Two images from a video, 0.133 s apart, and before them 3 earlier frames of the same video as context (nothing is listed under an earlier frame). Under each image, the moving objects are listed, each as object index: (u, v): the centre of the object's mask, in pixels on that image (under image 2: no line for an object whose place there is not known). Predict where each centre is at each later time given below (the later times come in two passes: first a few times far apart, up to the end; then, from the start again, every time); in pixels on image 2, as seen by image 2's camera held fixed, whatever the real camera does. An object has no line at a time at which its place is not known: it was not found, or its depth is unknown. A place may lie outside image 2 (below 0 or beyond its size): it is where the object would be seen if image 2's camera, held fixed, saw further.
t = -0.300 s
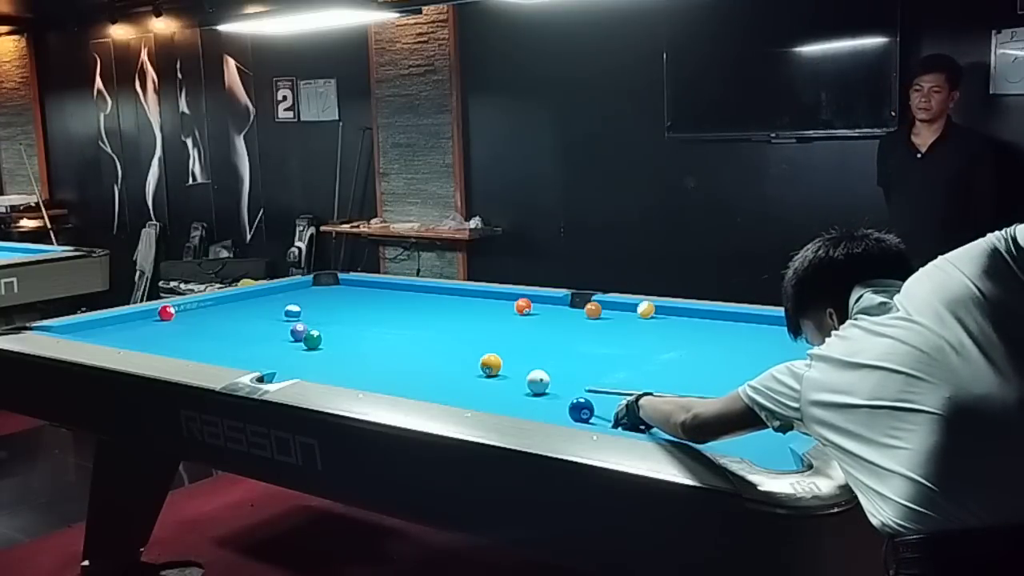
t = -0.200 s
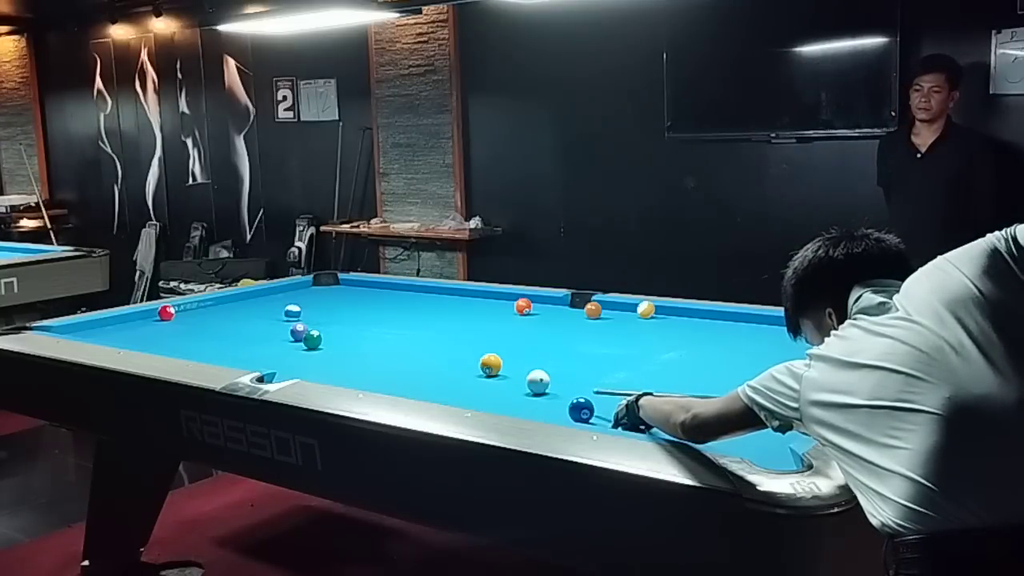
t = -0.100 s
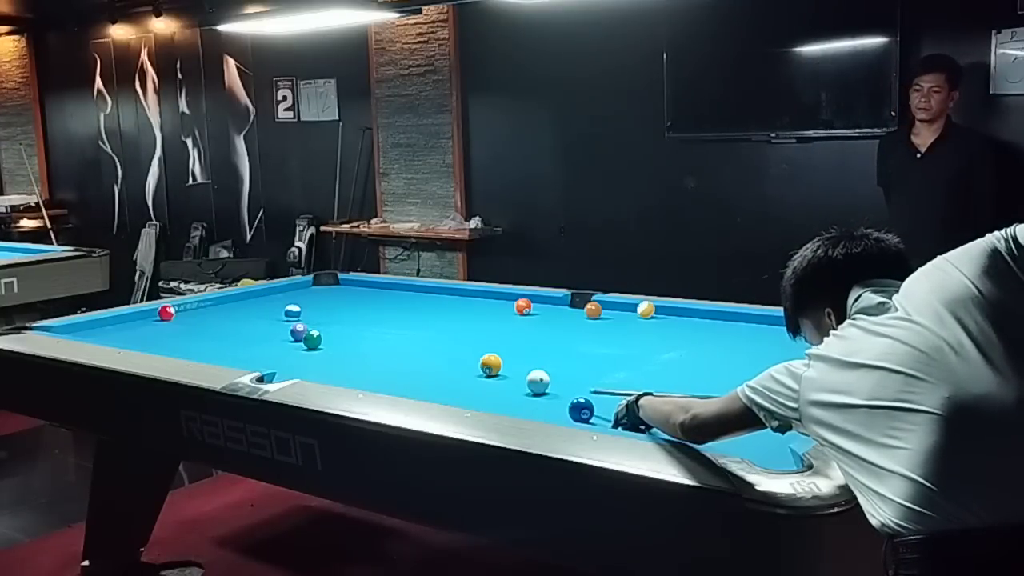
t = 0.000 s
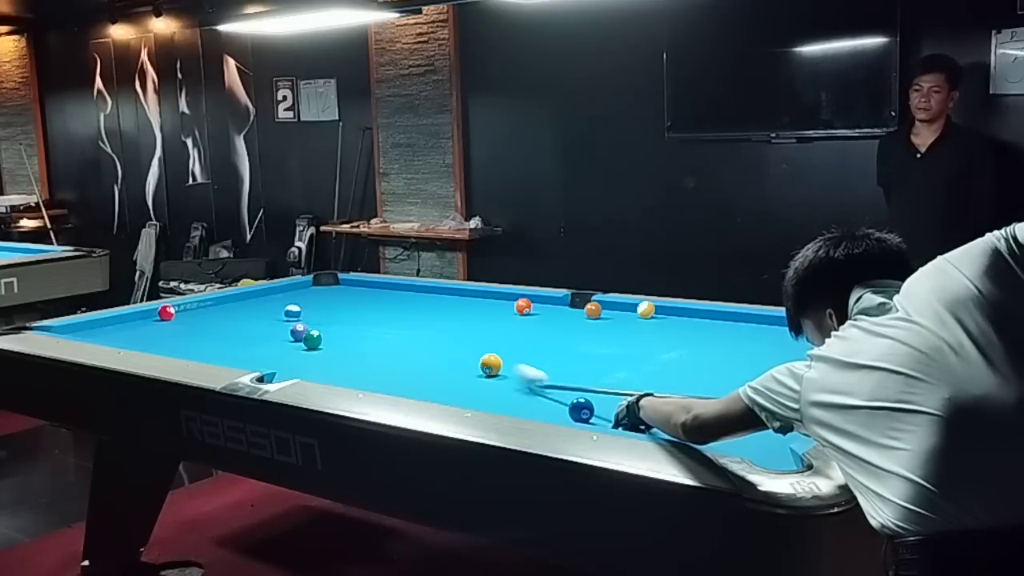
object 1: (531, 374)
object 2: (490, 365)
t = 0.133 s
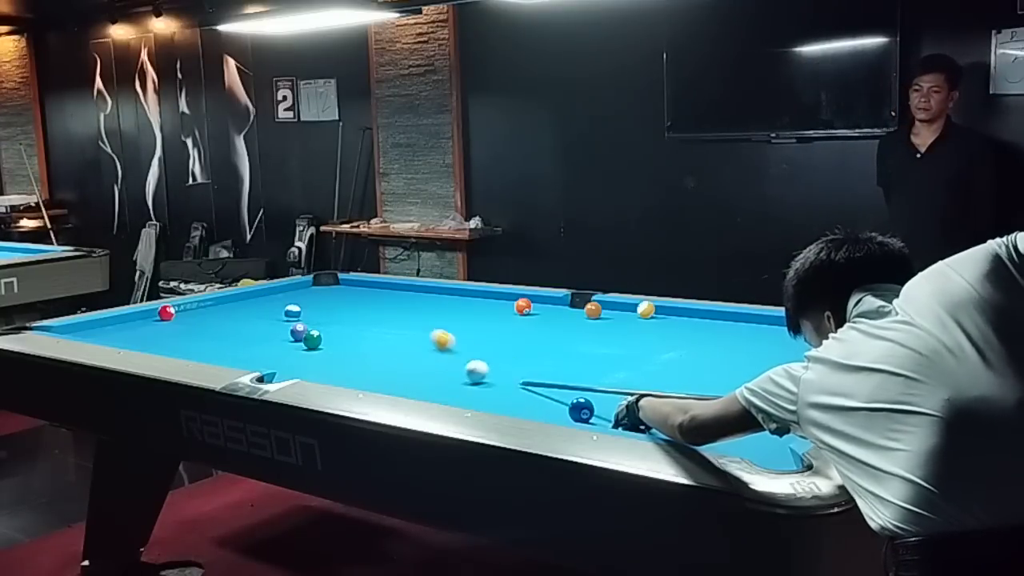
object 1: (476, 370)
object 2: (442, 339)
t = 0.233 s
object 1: (461, 374)
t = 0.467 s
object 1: (431, 382)
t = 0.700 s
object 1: (401, 386)
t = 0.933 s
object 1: (408, 386)
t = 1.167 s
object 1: (426, 385)
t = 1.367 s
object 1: (440, 382)
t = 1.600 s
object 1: (454, 379)
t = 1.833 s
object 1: (468, 376)
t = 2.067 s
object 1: (479, 373)
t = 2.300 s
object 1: (489, 371)
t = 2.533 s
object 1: (498, 369)
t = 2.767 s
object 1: (505, 368)
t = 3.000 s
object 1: (510, 366)
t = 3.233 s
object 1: (514, 365)
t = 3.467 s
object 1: (517, 365)
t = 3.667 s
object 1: (518, 364)
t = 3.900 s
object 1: (518, 364)
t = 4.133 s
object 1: (518, 364)
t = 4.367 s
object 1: (518, 364)
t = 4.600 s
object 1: (518, 364)
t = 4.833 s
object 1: (518, 364)
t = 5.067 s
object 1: (518, 364)
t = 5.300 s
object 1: (518, 364)
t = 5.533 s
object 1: (518, 364)
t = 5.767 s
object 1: (518, 364)
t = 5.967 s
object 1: (518, 364)
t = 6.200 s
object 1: (518, 364)
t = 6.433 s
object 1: (518, 364)
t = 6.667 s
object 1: (518, 364)
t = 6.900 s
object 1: (518, 364)
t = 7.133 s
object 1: (518, 364)
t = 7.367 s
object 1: (518, 364)
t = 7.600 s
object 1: (518, 364)
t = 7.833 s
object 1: (518, 364)
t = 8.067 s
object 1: (518, 364)
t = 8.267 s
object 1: (518, 364)
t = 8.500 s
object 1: (518, 364)
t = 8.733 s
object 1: (518, 364)
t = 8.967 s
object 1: (518, 364)
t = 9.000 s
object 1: (518, 364)
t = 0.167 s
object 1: (470, 372)
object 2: (429, 333)
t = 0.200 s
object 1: (465, 373)
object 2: (417, 327)
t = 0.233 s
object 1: (461, 374)
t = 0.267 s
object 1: (457, 375)
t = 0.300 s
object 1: (452, 376)
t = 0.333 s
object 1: (448, 377)
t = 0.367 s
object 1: (444, 379)
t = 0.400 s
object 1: (440, 380)
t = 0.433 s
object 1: (435, 381)
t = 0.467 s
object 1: (431, 382)
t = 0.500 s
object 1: (427, 383)
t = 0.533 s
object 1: (422, 384)
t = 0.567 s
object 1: (418, 385)
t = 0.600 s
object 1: (414, 385)
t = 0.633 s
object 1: (410, 385)
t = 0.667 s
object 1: (405, 386)
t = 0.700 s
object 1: (401, 386)
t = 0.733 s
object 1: (398, 386)
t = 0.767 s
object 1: (395, 387)
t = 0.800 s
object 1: (397, 387)
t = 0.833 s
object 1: (399, 386)
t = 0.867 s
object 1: (402, 386)
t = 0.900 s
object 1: (405, 386)
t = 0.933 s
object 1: (408, 386)
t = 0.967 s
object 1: (410, 386)
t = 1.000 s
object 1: (413, 386)
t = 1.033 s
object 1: (415, 385)
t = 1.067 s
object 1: (418, 385)
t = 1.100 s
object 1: (421, 385)
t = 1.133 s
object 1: (423, 385)
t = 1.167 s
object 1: (426, 385)
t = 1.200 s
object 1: (428, 384)
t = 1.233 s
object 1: (430, 384)
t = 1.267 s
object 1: (433, 383)
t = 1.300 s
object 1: (435, 383)
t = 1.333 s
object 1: (437, 383)
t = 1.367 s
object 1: (440, 382)
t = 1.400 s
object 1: (442, 382)
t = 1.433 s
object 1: (444, 381)
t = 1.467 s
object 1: (446, 380)
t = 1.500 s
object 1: (448, 380)
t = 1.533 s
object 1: (451, 380)
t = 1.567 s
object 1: (453, 379)
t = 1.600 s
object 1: (454, 379)
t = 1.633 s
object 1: (456, 378)
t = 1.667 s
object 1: (458, 378)
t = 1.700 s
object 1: (460, 377)
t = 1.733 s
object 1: (462, 377)
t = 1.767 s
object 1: (464, 377)
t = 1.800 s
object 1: (466, 376)
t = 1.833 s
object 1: (468, 376)
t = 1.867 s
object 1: (469, 375)
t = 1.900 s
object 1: (471, 375)
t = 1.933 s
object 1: (473, 375)
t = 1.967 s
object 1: (474, 374)
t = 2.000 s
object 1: (476, 374)
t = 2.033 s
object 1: (477, 374)
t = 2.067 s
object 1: (479, 373)
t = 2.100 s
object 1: (481, 373)
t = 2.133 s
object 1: (482, 373)
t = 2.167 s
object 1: (484, 372)
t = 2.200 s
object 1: (485, 372)
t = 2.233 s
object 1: (486, 372)
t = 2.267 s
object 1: (488, 371)
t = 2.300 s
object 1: (489, 371)
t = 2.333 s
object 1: (490, 371)
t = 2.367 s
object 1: (492, 371)
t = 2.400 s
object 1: (493, 370)
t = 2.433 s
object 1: (494, 370)
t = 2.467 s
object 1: (495, 370)
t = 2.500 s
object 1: (497, 370)
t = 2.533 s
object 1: (498, 369)
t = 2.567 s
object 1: (499, 369)
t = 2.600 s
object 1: (500, 369)
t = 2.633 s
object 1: (501, 369)
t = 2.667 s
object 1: (502, 368)
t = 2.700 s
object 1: (503, 368)
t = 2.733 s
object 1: (504, 368)
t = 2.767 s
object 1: (505, 368)
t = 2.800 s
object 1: (506, 368)
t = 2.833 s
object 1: (506, 367)
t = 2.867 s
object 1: (507, 367)
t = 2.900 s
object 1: (508, 367)
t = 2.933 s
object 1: (509, 367)
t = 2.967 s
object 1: (510, 367)
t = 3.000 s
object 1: (510, 366)
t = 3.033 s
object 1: (511, 366)
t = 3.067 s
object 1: (512, 366)
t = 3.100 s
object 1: (512, 366)
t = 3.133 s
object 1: (513, 366)
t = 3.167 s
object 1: (513, 366)
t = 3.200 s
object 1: (514, 366)
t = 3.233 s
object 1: (514, 365)
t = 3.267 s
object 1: (515, 365)
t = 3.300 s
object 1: (515, 365)
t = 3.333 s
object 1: (516, 365)
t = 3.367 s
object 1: (516, 365)
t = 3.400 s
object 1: (517, 365)
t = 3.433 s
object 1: (517, 365)
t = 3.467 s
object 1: (517, 365)
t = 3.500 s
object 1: (517, 364)
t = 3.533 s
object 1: (517, 364)
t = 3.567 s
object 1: (518, 364)
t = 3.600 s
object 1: (518, 364)
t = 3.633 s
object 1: (518, 364)
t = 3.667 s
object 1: (518, 364)
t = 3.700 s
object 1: (518, 364)
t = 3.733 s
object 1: (518, 364)
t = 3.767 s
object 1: (518, 364)
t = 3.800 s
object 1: (518, 364)
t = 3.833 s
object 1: (518, 364)
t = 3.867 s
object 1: (518, 364)
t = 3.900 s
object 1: (518, 364)
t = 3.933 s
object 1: (518, 364)
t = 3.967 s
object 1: (518, 364)
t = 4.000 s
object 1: (518, 364)
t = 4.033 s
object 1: (518, 364)
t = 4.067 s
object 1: (518, 364)
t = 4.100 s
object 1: (518, 364)
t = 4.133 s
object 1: (518, 364)
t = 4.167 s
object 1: (518, 364)
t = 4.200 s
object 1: (518, 364)
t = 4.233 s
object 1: (518, 364)
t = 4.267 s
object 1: (518, 364)
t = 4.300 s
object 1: (518, 364)
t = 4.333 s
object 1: (518, 364)
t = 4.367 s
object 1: (518, 364)
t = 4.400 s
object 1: (518, 364)
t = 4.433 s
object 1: (518, 364)
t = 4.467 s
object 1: (518, 364)
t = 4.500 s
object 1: (518, 364)
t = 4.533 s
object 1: (518, 364)
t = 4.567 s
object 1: (518, 364)
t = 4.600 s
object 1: (518, 364)
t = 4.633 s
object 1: (518, 364)
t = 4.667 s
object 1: (518, 364)
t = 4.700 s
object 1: (518, 364)
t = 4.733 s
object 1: (518, 364)
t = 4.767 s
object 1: (518, 364)
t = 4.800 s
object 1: (518, 364)
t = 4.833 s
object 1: (518, 364)
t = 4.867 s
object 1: (518, 364)
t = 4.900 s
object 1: (518, 364)
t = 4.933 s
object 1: (518, 364)
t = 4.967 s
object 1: (518, 364)
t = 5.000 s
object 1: (518, 364)
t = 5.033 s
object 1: (518, 364)
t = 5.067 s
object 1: (518, 364)
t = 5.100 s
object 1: (518, 364)
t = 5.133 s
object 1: (518, 364)
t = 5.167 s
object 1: (518, 364)
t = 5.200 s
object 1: (518, 364)
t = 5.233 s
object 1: (518, 364)
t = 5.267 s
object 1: (518, 364)
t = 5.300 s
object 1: (518, 364)
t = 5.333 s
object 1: (518, 364)
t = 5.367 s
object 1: (518, 364)
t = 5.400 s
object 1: (518, 364)
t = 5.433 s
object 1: (518, 364)
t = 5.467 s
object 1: (518, 364)
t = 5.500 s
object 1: (518, 364)
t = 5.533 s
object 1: (518, 364)
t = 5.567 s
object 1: (518, 364)
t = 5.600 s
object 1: (518, 364)
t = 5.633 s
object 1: (518, 364)
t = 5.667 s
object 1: (518, 364)
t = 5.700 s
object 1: (518, 364)
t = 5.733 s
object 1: (518, 364)
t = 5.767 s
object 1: (518, 364)
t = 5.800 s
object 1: (518, 364)
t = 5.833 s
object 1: (518, 364)
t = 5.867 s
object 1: (518, 364)
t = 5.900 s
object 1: (518, 364)
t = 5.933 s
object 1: (518, 364)
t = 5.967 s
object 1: (518, 364)
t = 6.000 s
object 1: (518, 364)
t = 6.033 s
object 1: (518, 364)
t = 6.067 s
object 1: (518, 364)
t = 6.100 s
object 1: (518, 364)
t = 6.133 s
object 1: (518, 364)
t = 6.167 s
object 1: (518, 364)
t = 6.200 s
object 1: (518, 364)
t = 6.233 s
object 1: (518, 364)
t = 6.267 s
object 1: (518, 364)
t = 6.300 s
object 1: (518, 364)
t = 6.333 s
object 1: (518, 364)
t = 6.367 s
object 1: (518, 364)
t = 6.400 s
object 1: (518, 364)
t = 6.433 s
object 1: (518, 364)
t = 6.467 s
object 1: (518, 364)
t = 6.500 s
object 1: (518, 364)
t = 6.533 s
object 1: (518, 364)
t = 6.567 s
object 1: (518, 364)
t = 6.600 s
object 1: (518, 364)
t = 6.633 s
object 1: (518, 364)
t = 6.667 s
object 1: (518, 364)
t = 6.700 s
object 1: (518, 364)
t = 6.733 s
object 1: (518, 364)
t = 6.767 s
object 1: (518, 364)
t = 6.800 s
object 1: (518, 364)
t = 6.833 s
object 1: (518, 364)
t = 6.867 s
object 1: (518, 364)
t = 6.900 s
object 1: (518, 364)
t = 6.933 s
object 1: (518, 364)
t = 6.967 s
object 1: (518, 364)
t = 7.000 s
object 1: (518, 364)
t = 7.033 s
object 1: (518, 364)
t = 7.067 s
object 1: (518, 364)
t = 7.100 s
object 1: (518, 364)
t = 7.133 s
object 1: (518, 364)
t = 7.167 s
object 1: (518, 364)
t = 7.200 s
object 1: (518, 364)
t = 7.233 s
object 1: (518, 364)
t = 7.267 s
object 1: (518, 364)
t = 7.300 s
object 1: (518, 364)
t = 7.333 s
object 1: (518, 364)
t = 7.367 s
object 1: (518, 364)
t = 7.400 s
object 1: (518, 364)
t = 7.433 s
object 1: (518, 364)
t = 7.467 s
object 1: (518, 364)
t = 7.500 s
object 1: (518, 364)
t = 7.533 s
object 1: (518, 364)
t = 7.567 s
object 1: (518, 364)
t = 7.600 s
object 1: (518, 364)
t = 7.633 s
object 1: (518, 364)
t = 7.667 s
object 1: (518, 364)
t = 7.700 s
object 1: (518, 364)
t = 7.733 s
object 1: (518, 364)
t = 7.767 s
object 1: (518, 364)
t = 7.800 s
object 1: (518, 364)
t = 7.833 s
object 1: (518, 364)
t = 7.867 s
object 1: (518, 364)
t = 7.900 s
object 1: (518, 364)
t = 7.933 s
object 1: (518, 364)
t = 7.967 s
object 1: (518, 364)
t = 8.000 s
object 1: (518, 364)
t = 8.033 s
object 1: (518, 364)
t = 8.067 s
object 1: (518, 364)
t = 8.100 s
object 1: (518, 364)
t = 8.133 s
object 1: (518, 364)
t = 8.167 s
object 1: (518, 364)
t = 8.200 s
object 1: (518, 364)
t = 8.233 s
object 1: (518, 364)
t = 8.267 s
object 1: (518, 364)
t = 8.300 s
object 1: (518, 364)
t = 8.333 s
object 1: (518, 364)
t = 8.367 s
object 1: (518, 364)
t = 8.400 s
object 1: (518, 364)
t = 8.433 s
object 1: (518, 364)
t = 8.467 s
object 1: (518, 364)
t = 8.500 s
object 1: (518, 364)
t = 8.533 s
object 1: (518, 364)
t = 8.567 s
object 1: (518, 364)
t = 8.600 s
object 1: (518, 364)
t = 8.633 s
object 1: (518, 364)
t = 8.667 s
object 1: (518, 364)
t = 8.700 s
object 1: (518, 364)
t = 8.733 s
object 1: (518, 364)
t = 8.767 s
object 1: (518, 364)
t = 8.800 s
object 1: (518, 364)
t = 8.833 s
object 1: (518, 364)
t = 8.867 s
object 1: (518, 364)
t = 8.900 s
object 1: (518, 364)
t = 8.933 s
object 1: (518, 364)
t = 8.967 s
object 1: (518, 364)
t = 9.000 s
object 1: (518, 364)
